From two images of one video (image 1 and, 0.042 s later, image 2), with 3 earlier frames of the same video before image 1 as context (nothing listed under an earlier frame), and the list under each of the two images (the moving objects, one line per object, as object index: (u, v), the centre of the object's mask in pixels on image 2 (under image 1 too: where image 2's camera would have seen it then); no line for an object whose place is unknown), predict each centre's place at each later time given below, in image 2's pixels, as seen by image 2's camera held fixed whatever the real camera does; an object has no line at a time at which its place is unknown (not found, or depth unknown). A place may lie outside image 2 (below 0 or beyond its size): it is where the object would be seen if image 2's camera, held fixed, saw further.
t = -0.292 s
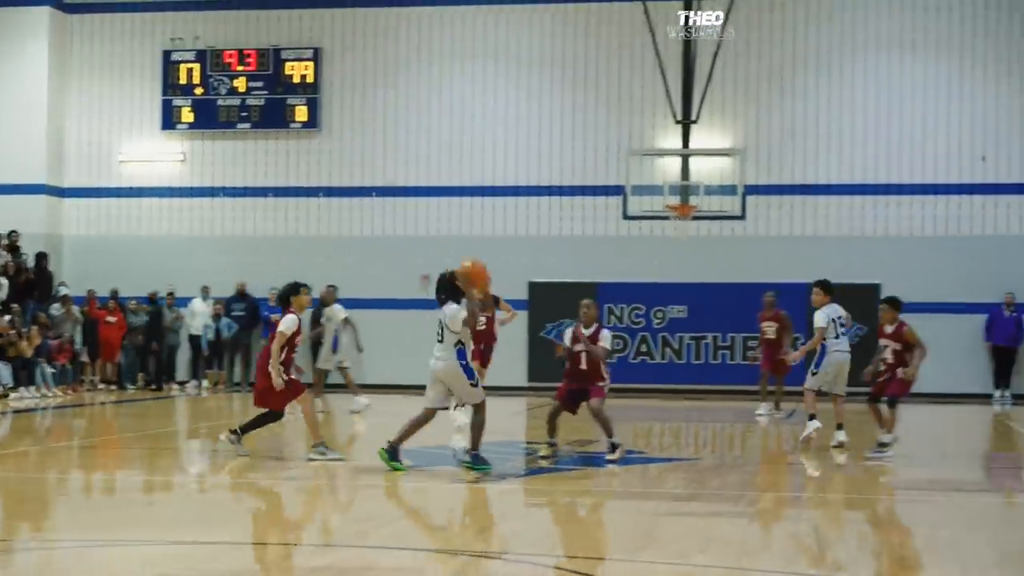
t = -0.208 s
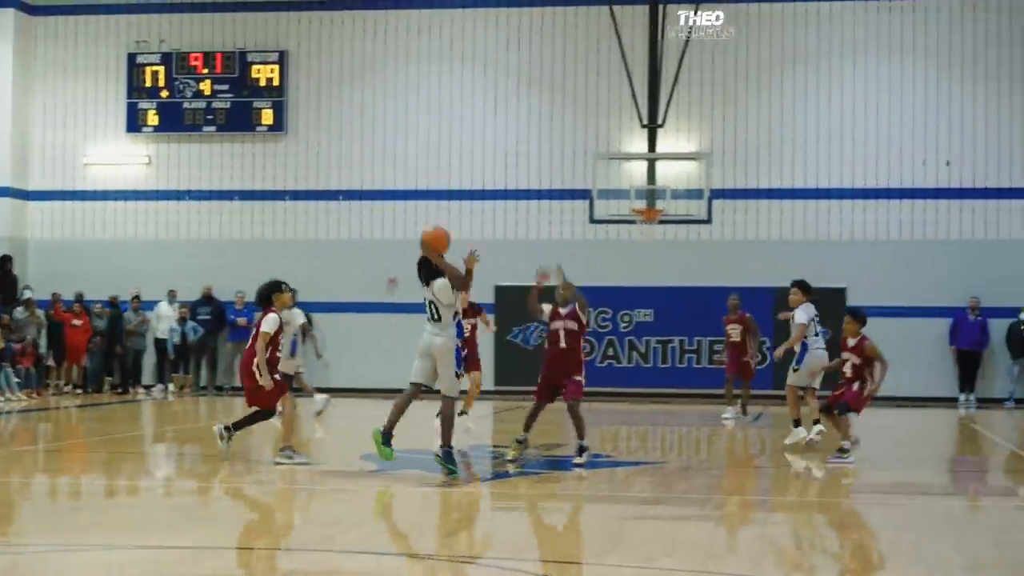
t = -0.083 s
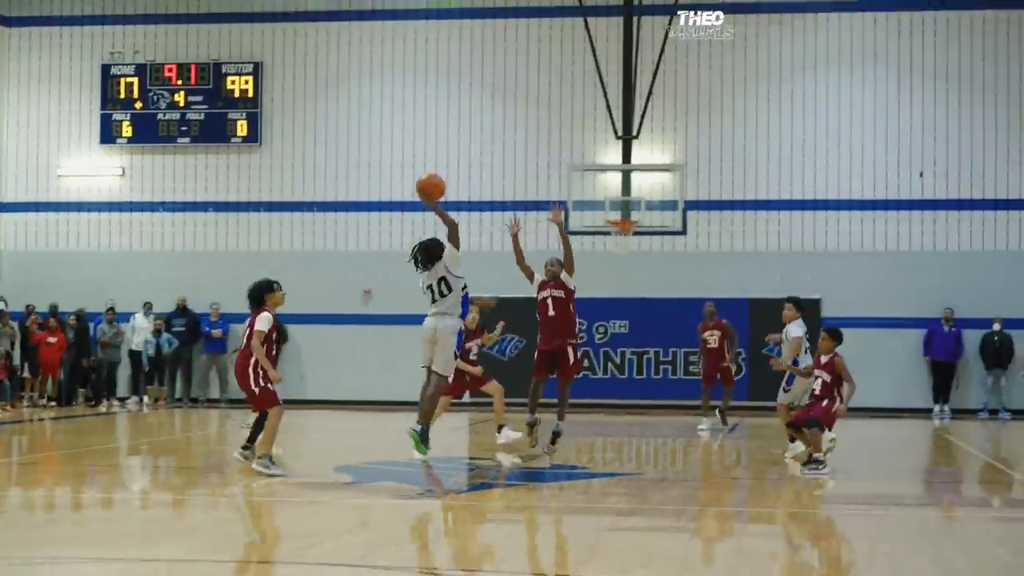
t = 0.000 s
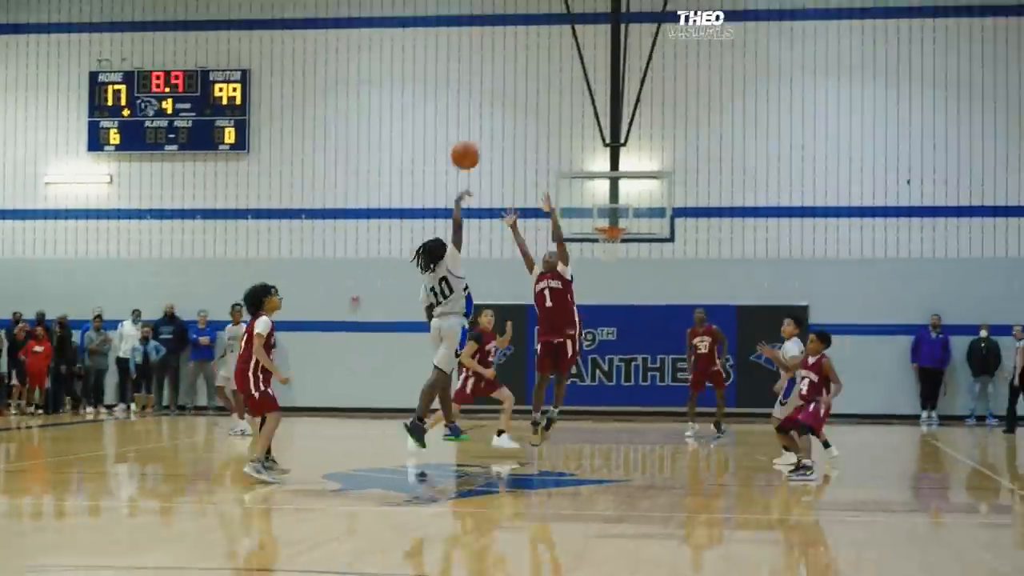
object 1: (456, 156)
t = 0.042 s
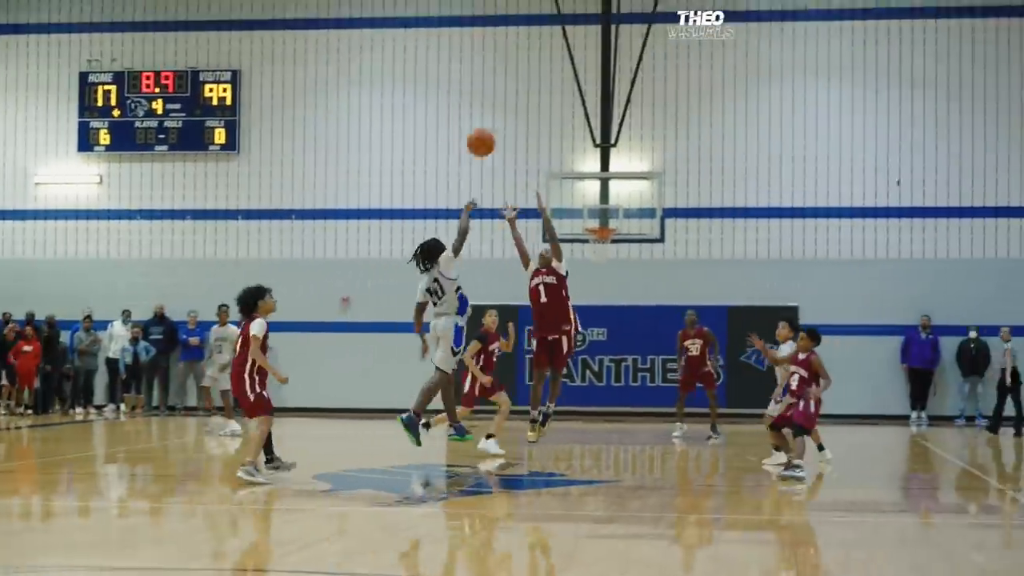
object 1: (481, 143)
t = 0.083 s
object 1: (504, 131)
